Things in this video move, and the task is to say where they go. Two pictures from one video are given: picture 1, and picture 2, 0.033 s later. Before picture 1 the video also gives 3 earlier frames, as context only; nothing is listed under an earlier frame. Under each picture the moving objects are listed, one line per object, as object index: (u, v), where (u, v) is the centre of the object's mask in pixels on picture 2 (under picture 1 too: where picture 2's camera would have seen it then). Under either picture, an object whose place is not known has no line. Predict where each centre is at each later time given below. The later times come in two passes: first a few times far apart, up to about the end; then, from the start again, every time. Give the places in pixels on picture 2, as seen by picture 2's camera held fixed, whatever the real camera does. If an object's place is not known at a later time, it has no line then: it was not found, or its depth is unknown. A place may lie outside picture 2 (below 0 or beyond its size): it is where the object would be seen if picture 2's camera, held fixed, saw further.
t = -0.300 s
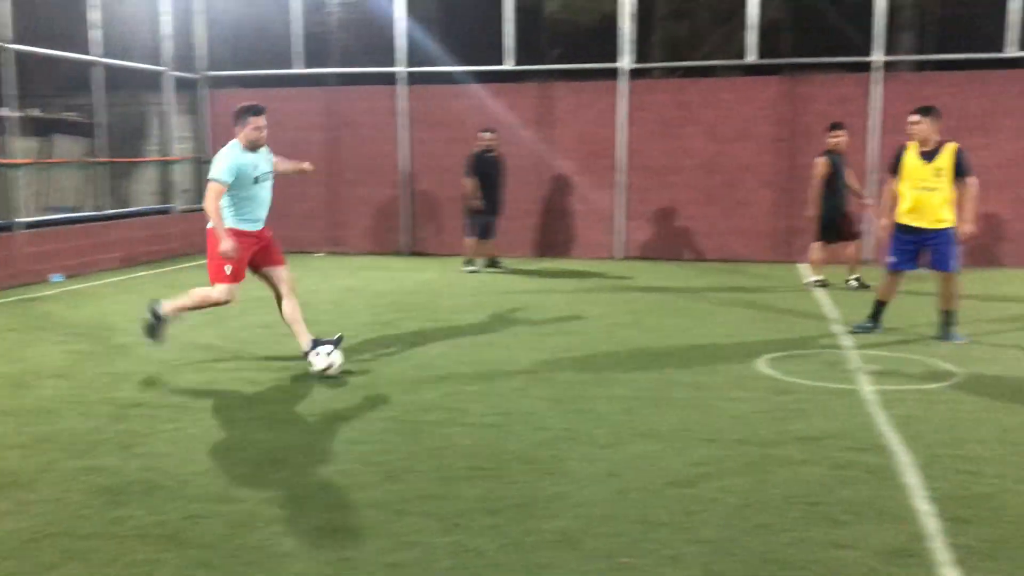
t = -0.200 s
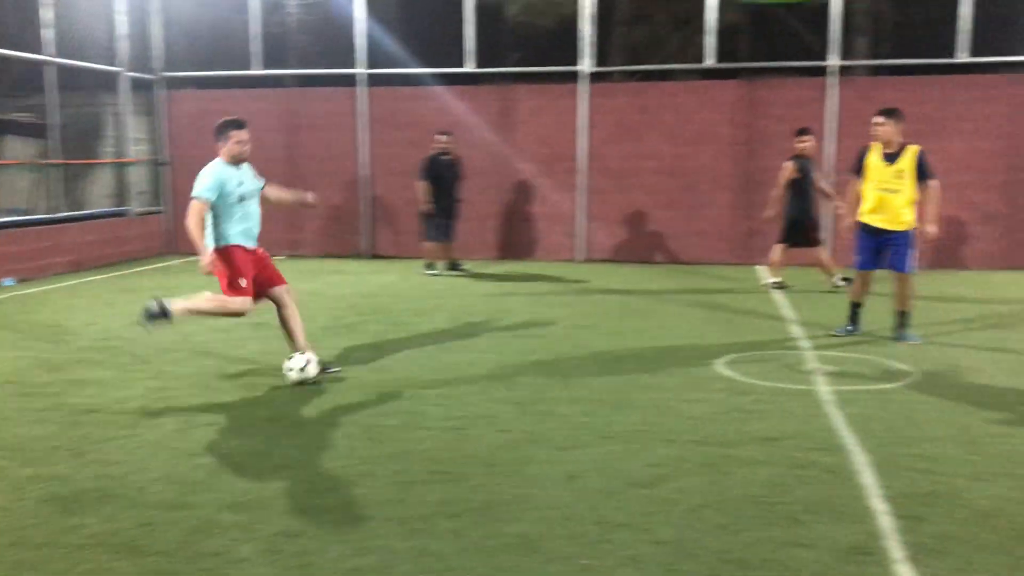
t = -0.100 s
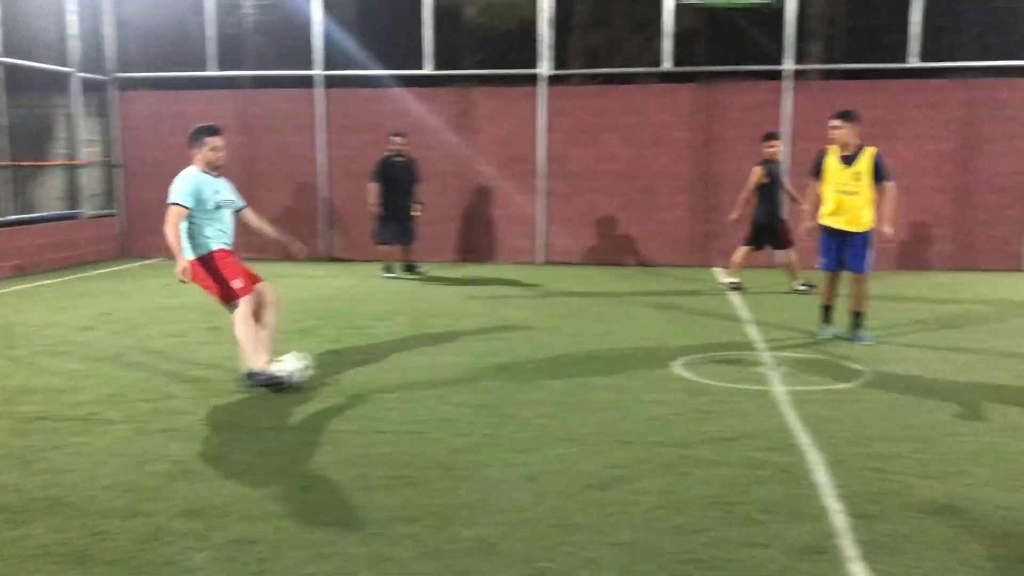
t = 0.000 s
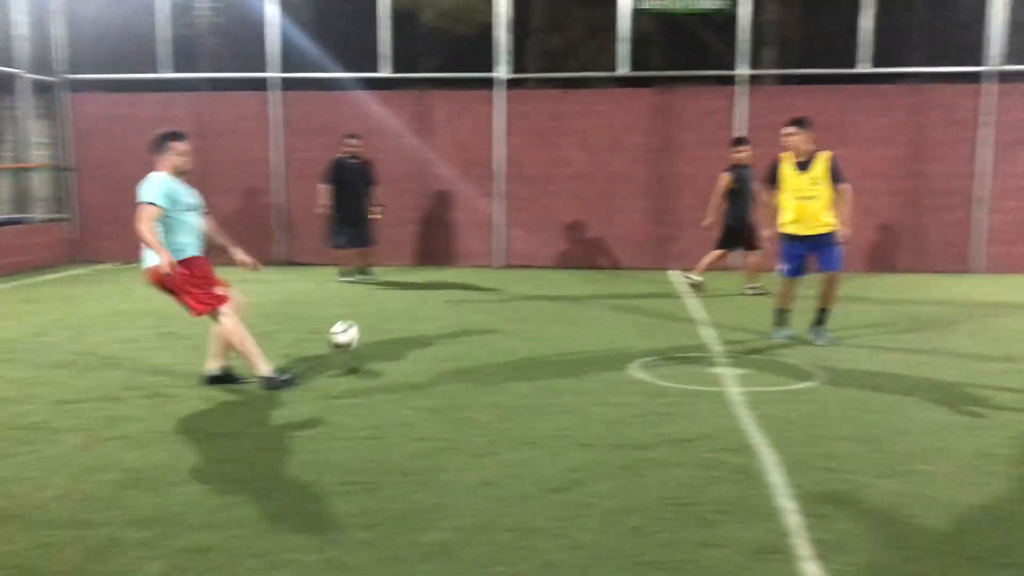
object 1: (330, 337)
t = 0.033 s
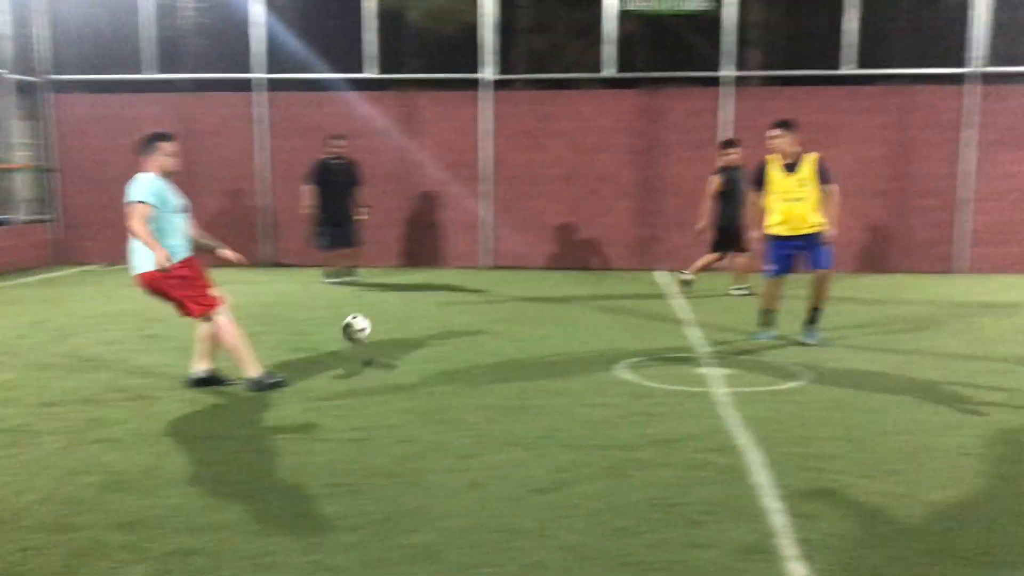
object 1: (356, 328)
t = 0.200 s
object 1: (460, 310)
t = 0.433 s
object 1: (538, 290)
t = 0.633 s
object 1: (575, 278)
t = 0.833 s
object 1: (600, 271)
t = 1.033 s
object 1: (622, 263)
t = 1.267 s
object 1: (661, 262)
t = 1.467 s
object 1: (690, 270)
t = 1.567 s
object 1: (700, 275)
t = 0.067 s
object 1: (381, 321)
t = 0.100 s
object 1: (403, 316)
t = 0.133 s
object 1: (424, 313)
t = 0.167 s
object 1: (442, 311)
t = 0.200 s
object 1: (460, 310)
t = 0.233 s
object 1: (476, 309)
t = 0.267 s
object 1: (487, 303)
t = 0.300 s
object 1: (498, 297)
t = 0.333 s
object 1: (509, 293)
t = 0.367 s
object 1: (519, 291)
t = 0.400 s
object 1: (529, 290)
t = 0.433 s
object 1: (538, 290)
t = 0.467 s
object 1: (546, 288)
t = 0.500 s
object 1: (552, 284)
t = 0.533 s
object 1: (559, 282)
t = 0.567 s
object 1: (565, 280)
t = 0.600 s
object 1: (570, 280)
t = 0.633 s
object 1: (575, 278)
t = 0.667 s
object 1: (580, 276)
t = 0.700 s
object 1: (585, 275)
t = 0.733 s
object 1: (589, 274)
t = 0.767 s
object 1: (593, 273)
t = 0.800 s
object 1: (597, 271)
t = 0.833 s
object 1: (600, 271)
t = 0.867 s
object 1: (604, 269)
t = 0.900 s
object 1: (607, 268)
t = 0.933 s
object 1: (611, 267)
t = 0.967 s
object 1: (614, 267)
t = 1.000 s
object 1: (617, 265)
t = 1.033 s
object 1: (622, 263)
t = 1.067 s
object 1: (628, 261)
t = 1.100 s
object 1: (633, 259)
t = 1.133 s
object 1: (638, 257)
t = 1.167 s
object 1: (644, 258)
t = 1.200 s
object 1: (650, 259)
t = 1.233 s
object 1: (655, 260)
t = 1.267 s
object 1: (661, 262)
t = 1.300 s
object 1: (667, 265)
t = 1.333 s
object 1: (673, 269)
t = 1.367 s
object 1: (679, 272)
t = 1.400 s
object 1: (683, 271)
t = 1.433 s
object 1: (685, 270)
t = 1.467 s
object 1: (690, 270)
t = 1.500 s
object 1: (693, 271)
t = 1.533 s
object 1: (697, 273)
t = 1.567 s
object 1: (700, 275)
